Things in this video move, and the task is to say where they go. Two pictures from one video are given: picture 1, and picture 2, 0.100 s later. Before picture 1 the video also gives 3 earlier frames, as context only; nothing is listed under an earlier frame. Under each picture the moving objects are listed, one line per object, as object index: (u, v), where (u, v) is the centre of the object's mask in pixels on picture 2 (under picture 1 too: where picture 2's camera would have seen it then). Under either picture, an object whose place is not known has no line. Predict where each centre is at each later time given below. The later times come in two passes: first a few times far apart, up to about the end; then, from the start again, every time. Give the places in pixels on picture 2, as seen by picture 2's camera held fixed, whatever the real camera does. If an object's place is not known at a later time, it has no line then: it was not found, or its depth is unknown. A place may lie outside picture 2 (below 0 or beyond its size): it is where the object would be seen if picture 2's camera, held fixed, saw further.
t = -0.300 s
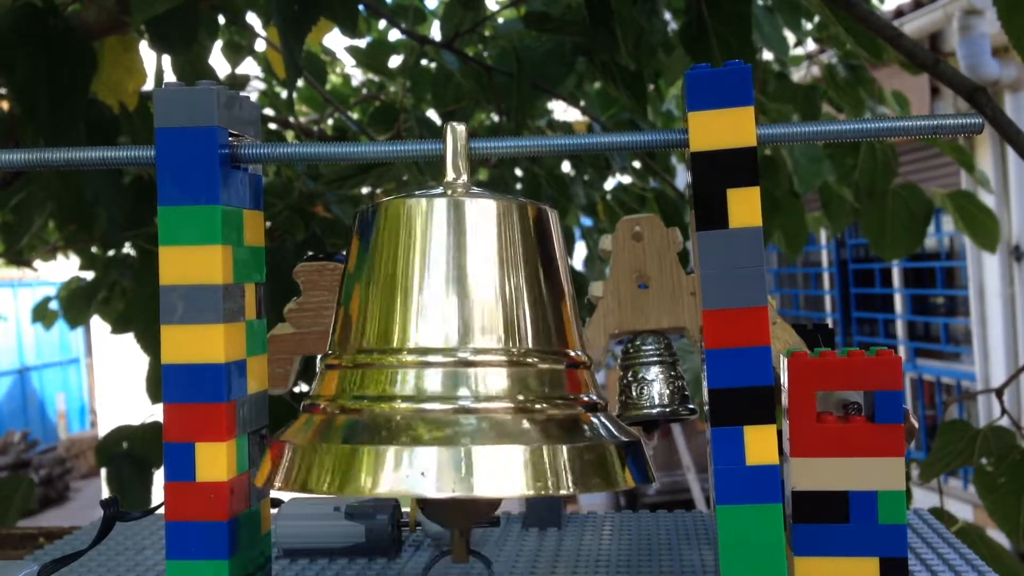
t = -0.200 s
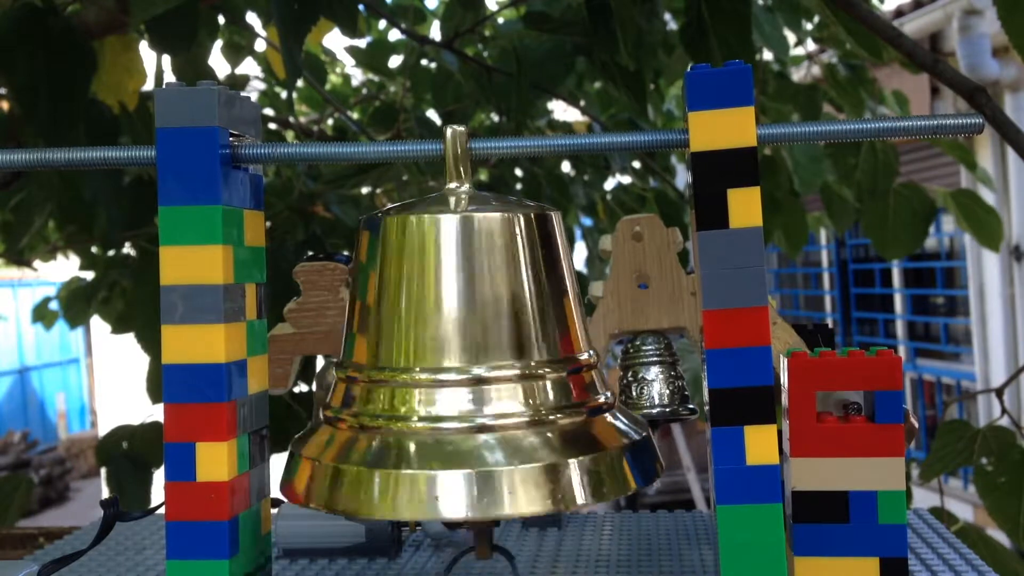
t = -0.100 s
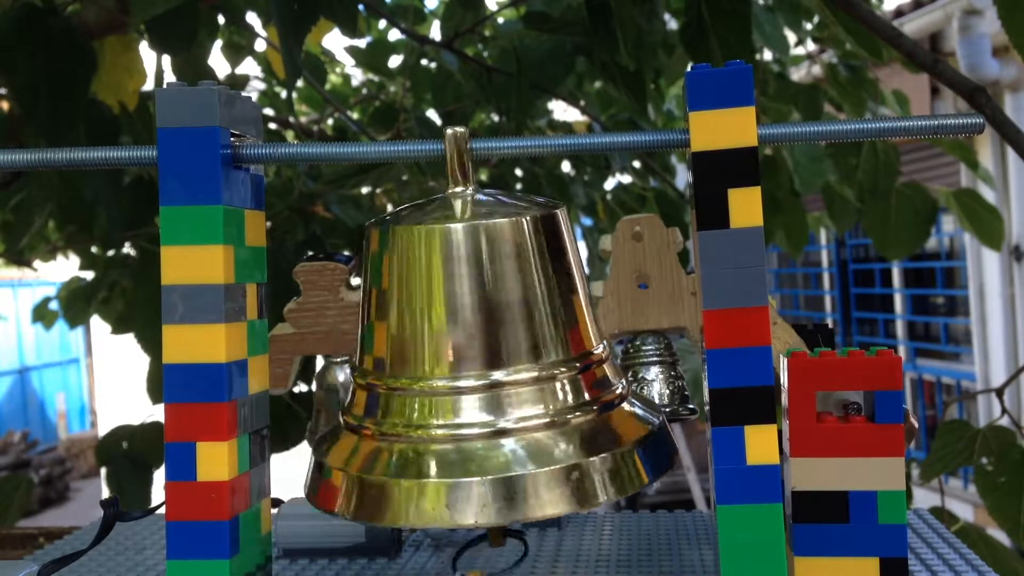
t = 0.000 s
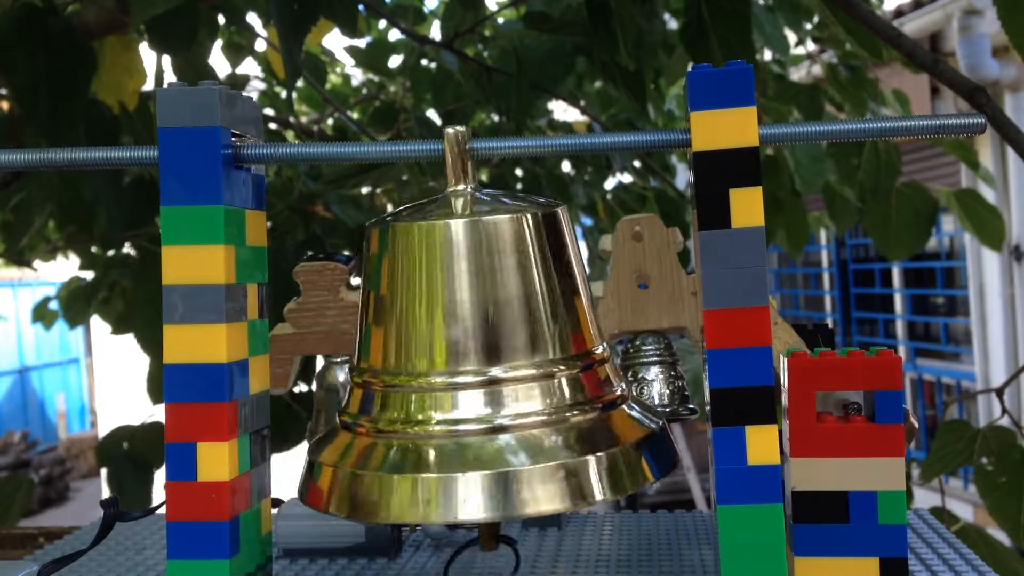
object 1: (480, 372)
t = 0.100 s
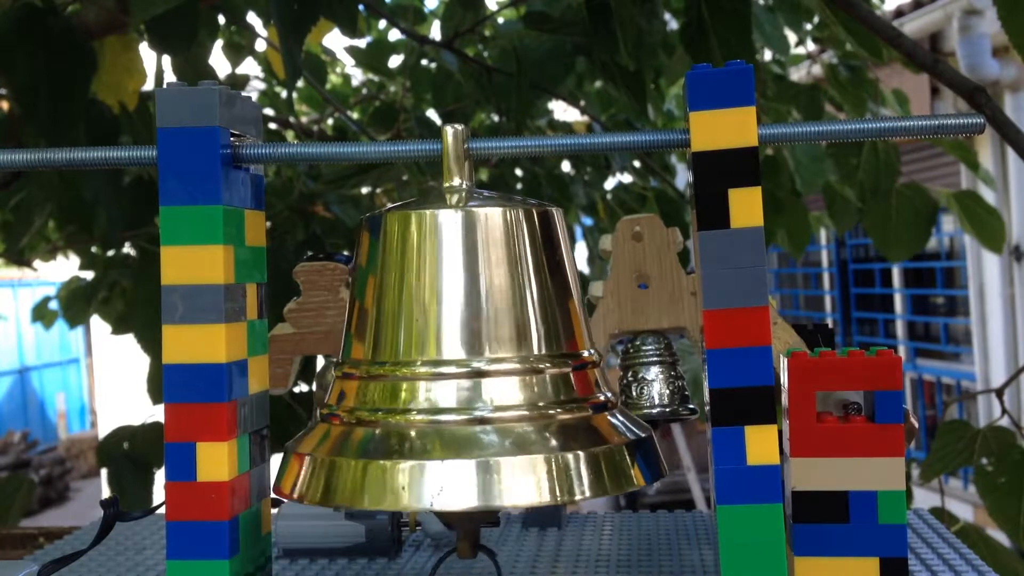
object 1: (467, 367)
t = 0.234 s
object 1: (460, 367)
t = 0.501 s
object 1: (480, 371)
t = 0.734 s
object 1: (463, 369)
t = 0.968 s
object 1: (474, 371)
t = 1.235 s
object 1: (468, 370)
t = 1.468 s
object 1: (469, 370)
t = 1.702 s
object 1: (474, 370)
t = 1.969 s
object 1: (467, 370)
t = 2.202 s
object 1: (474, 370)
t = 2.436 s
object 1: (468, 370)
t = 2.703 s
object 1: (471, 370)
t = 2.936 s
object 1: (472, 370)
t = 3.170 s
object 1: (469, 370)
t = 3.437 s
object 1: (473, 370)
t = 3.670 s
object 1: (469, 370)
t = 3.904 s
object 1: (472, 370)
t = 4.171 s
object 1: (470, 370)
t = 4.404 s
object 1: (470, 370)
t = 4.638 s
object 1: (470, 370)
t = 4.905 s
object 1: (470, 370)
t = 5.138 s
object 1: (470, 370)
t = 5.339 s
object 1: (470, 370)
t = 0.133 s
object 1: (463, 365)
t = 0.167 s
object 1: (460, 365)
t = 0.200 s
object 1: (460, 366)
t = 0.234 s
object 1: (460, 367)
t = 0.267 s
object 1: (461, 369)
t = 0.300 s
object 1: (464, 370)
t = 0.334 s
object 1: (468, 371)
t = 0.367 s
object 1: (472, 372)
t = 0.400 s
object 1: (476, 372)
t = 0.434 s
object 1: (478, 372)
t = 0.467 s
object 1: (480, 372)
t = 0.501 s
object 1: (480, 371)
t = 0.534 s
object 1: (478, 370)
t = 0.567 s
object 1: (476, 370)
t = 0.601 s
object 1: (473, 369)
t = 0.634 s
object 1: (470, 368)
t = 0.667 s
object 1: (467, 368)
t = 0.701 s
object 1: (464, 368)
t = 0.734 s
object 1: (463, 369)
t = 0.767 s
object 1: (463, 370)
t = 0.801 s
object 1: (463, 370)
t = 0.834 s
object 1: (465, 371)
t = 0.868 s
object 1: (467, 372)
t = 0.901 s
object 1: (470, 372)
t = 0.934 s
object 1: (472, 371)
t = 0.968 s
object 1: (474, 371)
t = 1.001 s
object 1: (476, 370)
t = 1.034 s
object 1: (476, 370)
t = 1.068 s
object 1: (476, 369)
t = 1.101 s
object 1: (475, 369)
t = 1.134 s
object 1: (474, 369)
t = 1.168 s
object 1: (472, 369)
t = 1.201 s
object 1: (470, 370)
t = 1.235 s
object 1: (468, 370)
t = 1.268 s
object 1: (467, 371)
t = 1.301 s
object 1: (466, 371)
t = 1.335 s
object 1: (466, 371)
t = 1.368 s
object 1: (466, 371)
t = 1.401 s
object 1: (467, 371)
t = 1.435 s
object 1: (468, 371)
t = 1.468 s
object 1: (469, 370)
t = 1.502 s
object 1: (471, 370)
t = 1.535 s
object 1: (473, 369)
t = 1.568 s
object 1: (474, 369)
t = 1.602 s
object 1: (475, 369)
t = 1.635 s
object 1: (475, 369)
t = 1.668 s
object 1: (475, 370)
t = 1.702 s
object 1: (474, 370)
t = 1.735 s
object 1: (472, 370)
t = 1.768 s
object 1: (471, 371)
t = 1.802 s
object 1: (469, 371)
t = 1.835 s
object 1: (468, 371)
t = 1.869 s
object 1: (467, 371)
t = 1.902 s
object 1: (466, 370)
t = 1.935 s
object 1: (466, 370)
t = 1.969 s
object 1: (467, 370)
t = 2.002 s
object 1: (468, 370)
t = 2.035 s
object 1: (469, 370)
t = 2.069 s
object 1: (471, 370)
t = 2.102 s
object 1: (472, 370)
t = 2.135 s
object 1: (473, 370)
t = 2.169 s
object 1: (474, 370)
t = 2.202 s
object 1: (474, 370)
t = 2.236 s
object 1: (474, 370)
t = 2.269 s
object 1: (473, 370)
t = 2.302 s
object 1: (472, 370)
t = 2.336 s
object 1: (471, 370)
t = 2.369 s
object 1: (470, 370)
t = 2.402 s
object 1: (469, 370)
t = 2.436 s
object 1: (468, 370)
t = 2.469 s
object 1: (468, 370)
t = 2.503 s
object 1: (468, 370)
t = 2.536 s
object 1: (468, 371)
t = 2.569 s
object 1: (468, 371)
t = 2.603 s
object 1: (469, 370)
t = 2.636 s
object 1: (470, 370)
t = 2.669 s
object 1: (470, 370)
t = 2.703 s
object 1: (471, 370)
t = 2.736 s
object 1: (472, 370)
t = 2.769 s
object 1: (473, 370)
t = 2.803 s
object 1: (473, 370)
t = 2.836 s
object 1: (473, 370)
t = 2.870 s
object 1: (473, 370)
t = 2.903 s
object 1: (472, 370)
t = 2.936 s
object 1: (472, 370)
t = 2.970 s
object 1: (471, 370)
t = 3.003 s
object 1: (470, 370)
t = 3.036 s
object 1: (469, 370)
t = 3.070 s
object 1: (469, 370)
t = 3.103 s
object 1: (469, 370)
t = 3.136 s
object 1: (469, 370)
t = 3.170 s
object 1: (469, 370)
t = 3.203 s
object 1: (470, 370)
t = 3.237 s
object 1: (470, 370)
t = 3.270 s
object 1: (471, 370)
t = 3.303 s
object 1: (472, 370)
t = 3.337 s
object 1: (473, 370)
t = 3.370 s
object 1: (473, 370)
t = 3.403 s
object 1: (473, 370)
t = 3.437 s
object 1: (473, 370)
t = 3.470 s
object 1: (472, 370)
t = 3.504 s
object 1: (472, 370)
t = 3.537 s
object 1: (471, 370)
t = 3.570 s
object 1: (470, 370)
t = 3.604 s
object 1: (469, 370)
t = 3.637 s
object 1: (469, 370)
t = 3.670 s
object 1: (469, 370)
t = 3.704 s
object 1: (469, 370)
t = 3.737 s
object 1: (469, 370)
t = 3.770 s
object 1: (470, 370)
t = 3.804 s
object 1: (471, 370)
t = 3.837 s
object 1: (471, 370)
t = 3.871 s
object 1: (472, 370)
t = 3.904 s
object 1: (472, 370)
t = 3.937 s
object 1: (473, 370)
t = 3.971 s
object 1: (473, 370)
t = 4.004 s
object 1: (473, 370)
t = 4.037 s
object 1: (472, 370)
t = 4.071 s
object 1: (472, 370)
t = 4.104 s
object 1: (471, 370)
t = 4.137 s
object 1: (470, 370)
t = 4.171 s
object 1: (470, 370)
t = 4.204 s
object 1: (469, 370)
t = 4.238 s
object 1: (469, 370)
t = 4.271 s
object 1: (469, 370)
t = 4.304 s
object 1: (469, 370)
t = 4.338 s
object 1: (469, 370)
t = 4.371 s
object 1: (470, 370)
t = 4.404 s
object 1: (470, 370)
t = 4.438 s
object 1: (470, 370)
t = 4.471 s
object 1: (471, 369)
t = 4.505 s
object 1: (471, 369)
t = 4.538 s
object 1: (471, 370)
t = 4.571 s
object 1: (470, 370)
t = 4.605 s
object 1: (470, 370)
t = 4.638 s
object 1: (470, 370)
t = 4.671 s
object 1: (469, 370)
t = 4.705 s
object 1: (469, 370)
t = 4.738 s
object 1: (469, 370)
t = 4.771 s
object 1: (469, 370)
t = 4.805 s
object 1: (469, 370)
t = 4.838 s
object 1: (469, 370)
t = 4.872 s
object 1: (469, 370)
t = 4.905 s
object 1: (470, 370)
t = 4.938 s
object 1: (470, 370)
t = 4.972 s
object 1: (470, 370)
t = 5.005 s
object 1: (470, 370)
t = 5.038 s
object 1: (470, 370)
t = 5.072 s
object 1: (470, 370)
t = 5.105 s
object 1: (470, 370)
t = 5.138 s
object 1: (470, 370)
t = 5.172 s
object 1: (470, 370)
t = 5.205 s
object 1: (470, 370)
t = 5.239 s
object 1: (470, 370)
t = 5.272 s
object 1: (470, 370)
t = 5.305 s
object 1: (470, 370)
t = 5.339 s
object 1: (470, 370)
